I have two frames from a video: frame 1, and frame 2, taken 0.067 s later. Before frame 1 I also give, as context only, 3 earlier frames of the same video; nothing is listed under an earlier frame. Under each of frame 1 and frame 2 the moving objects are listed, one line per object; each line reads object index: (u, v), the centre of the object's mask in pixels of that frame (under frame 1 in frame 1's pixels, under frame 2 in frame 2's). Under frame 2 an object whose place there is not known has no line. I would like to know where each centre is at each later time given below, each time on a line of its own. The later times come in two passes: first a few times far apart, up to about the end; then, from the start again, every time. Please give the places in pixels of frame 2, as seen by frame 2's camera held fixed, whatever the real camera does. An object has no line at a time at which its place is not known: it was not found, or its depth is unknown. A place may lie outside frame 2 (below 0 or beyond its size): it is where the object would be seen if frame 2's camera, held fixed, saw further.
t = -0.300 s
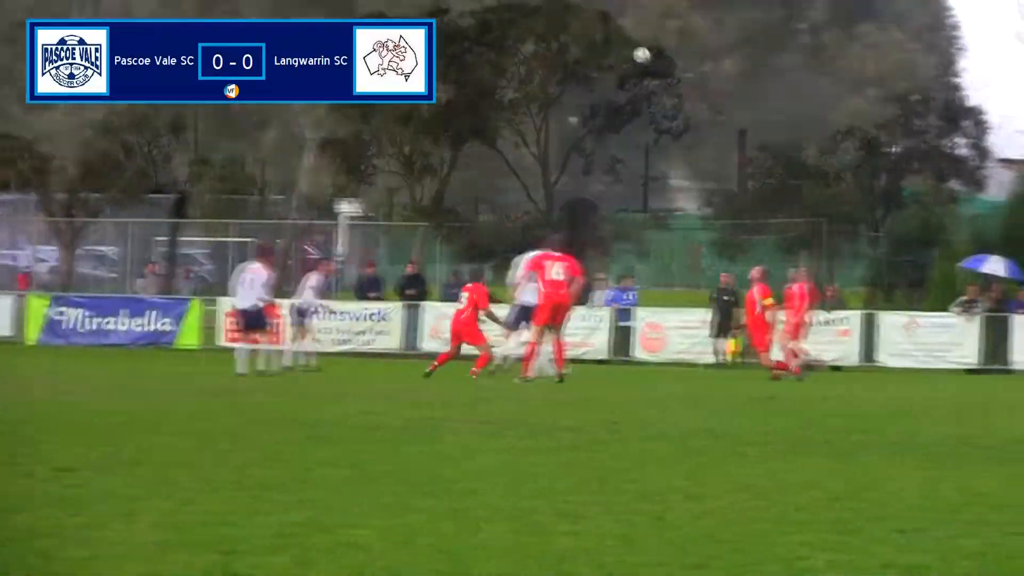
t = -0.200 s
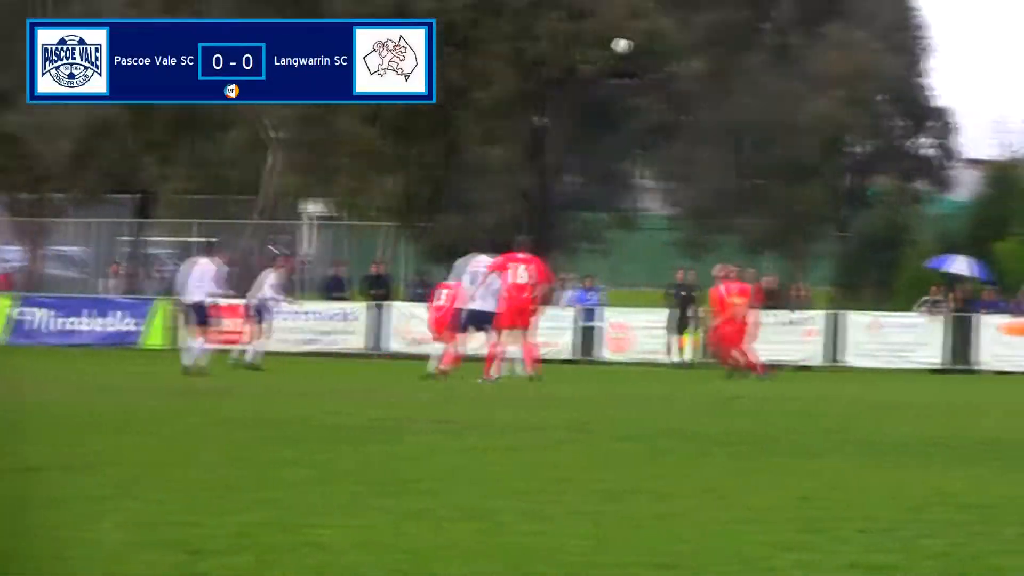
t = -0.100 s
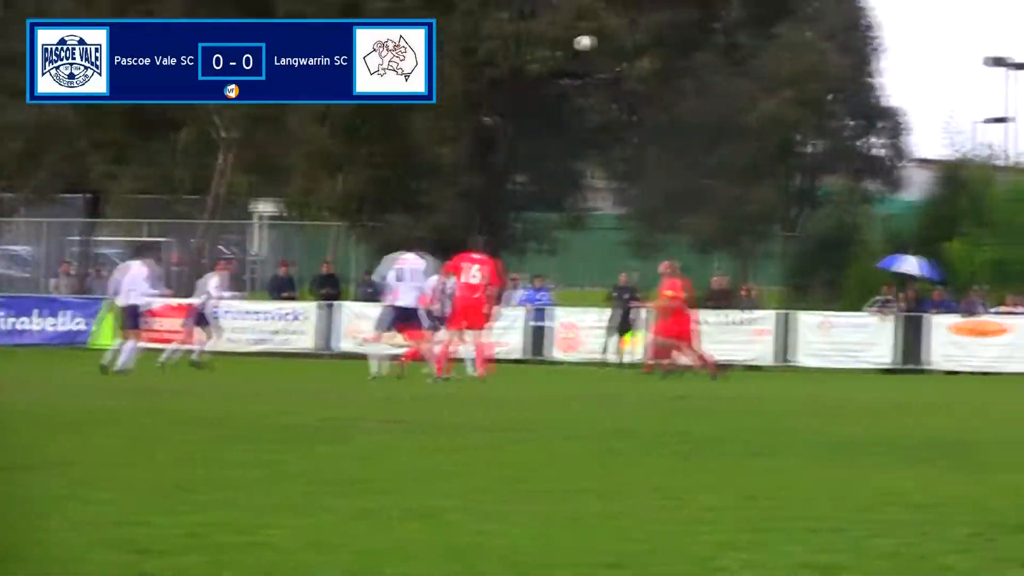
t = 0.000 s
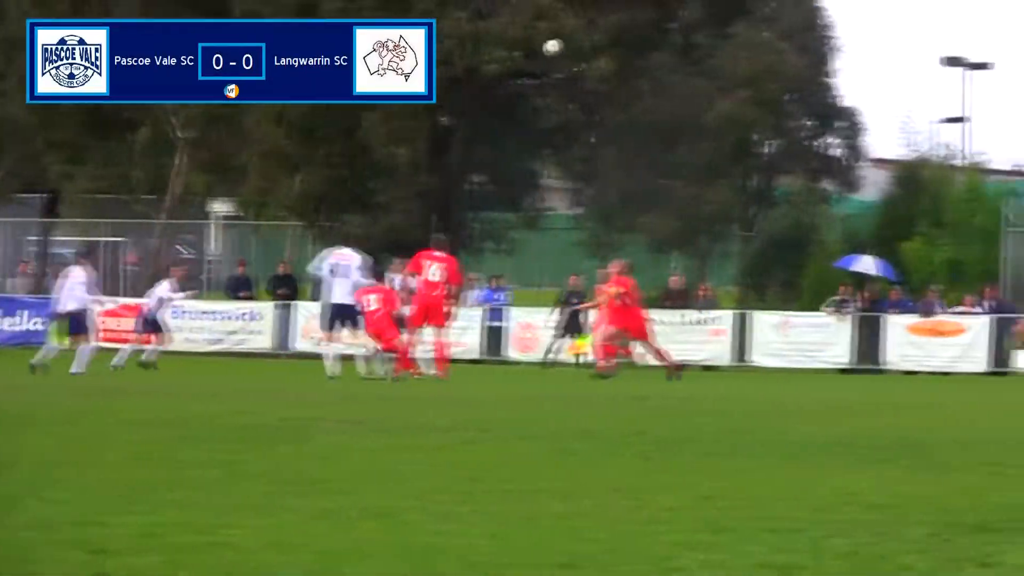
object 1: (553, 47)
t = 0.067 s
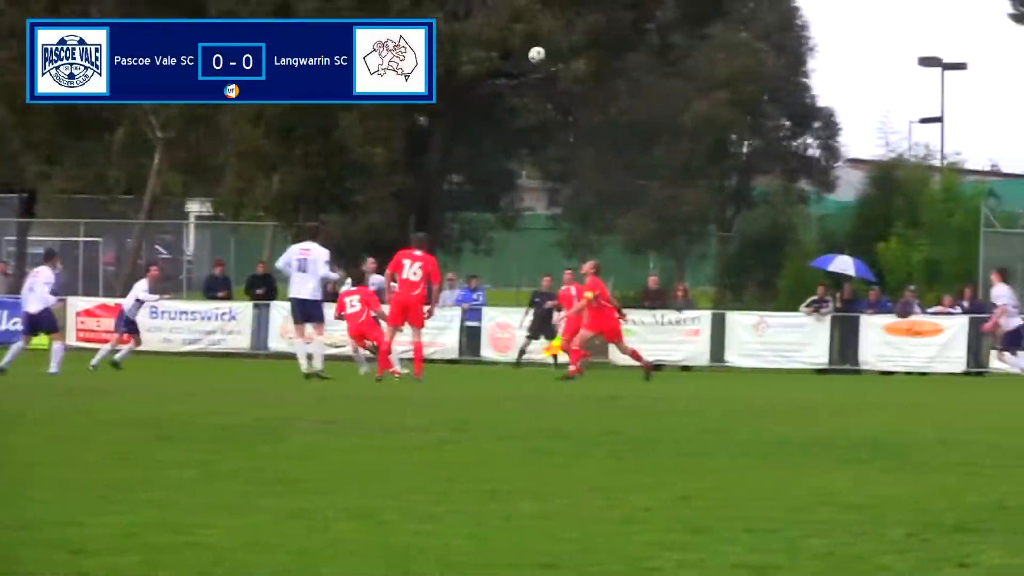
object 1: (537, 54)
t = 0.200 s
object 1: (550, 76)
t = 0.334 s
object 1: (565, 113)
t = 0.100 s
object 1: (540, 58)
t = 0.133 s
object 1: (543, 64)
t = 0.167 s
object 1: (546, 70)
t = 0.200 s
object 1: (550, 76)
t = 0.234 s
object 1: (553, 85)
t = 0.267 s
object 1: (557, 93)
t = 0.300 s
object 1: (561, 102)
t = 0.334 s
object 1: (565, 113)
